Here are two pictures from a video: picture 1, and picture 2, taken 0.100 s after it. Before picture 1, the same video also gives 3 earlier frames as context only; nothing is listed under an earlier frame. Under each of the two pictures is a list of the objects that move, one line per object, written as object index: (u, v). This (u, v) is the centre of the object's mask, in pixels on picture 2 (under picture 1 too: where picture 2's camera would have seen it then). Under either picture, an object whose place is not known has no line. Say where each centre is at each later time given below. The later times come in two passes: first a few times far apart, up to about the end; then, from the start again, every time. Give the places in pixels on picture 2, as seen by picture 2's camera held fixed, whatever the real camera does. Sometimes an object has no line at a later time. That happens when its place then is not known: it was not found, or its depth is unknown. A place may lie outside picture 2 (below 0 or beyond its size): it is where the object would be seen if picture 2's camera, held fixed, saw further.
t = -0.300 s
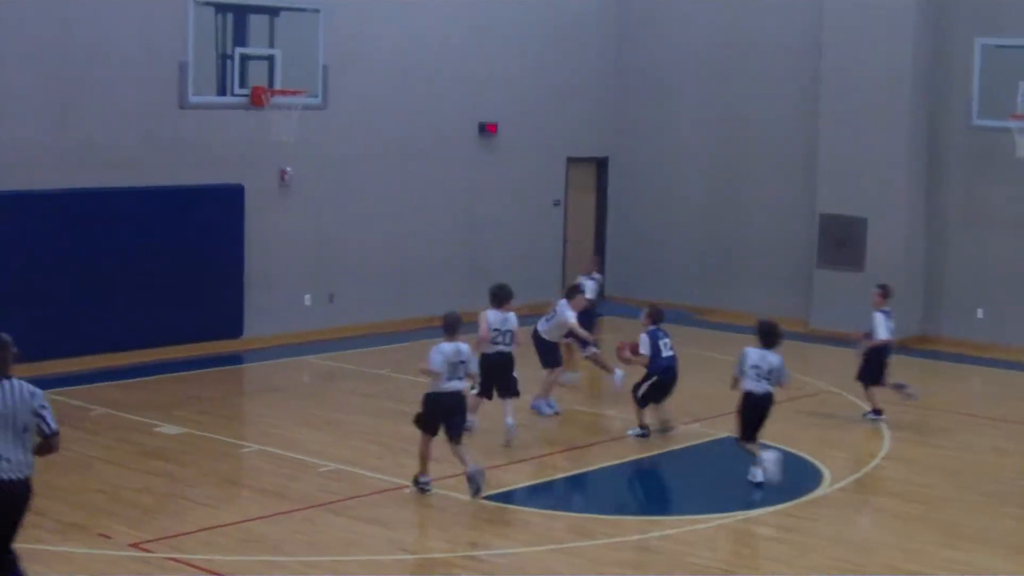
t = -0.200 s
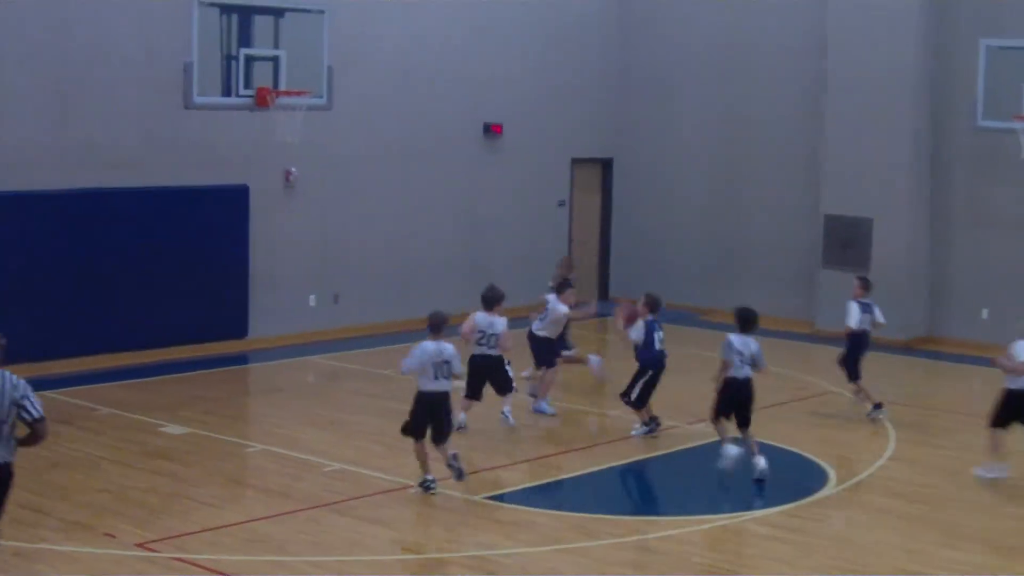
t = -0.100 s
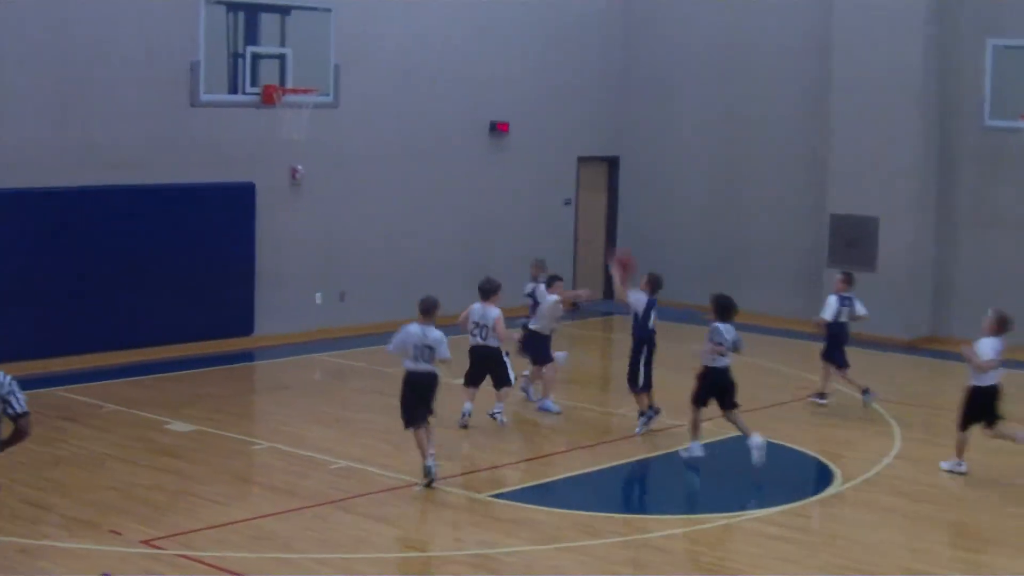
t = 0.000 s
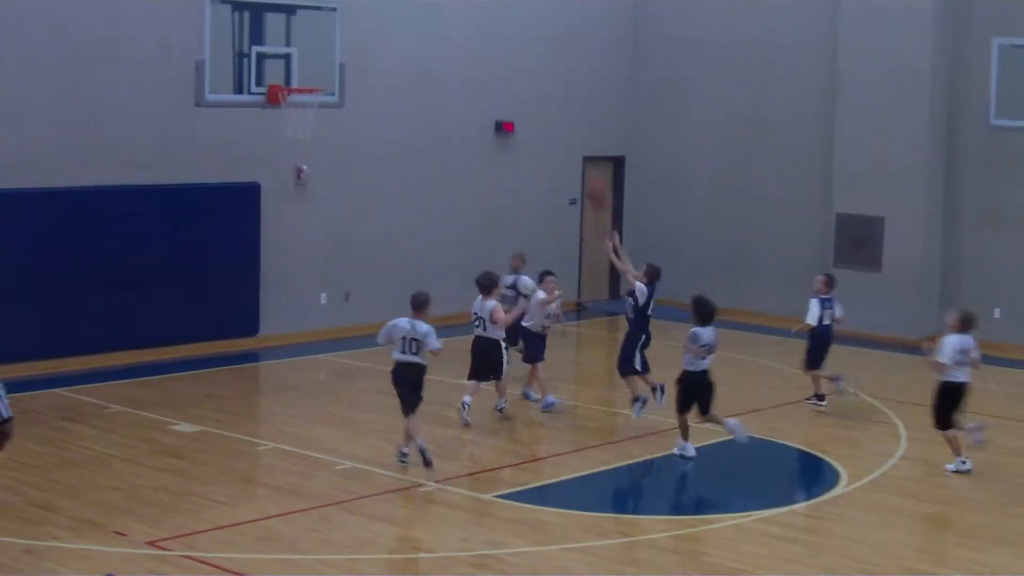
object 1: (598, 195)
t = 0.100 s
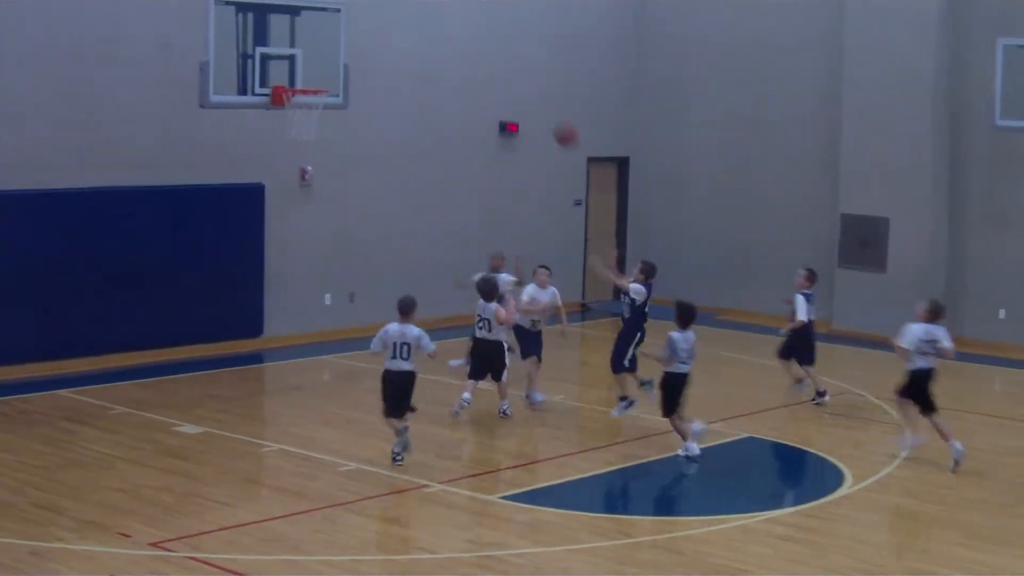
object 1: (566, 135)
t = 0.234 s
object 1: (521, 72)
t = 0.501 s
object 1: (432, 6)
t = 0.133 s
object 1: (556, 117)
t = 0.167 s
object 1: (545, 101)
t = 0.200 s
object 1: (532, 86)
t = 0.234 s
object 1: (521, 72)
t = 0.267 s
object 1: (510, 60)
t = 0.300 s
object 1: (499, 49)
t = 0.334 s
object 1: (487, 39)
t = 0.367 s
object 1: (476, 29)
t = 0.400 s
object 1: (464, 22)
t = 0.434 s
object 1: (454, 16)
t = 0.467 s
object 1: (443, 10)
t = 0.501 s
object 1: (432, 6)
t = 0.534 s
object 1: (421, 2)
